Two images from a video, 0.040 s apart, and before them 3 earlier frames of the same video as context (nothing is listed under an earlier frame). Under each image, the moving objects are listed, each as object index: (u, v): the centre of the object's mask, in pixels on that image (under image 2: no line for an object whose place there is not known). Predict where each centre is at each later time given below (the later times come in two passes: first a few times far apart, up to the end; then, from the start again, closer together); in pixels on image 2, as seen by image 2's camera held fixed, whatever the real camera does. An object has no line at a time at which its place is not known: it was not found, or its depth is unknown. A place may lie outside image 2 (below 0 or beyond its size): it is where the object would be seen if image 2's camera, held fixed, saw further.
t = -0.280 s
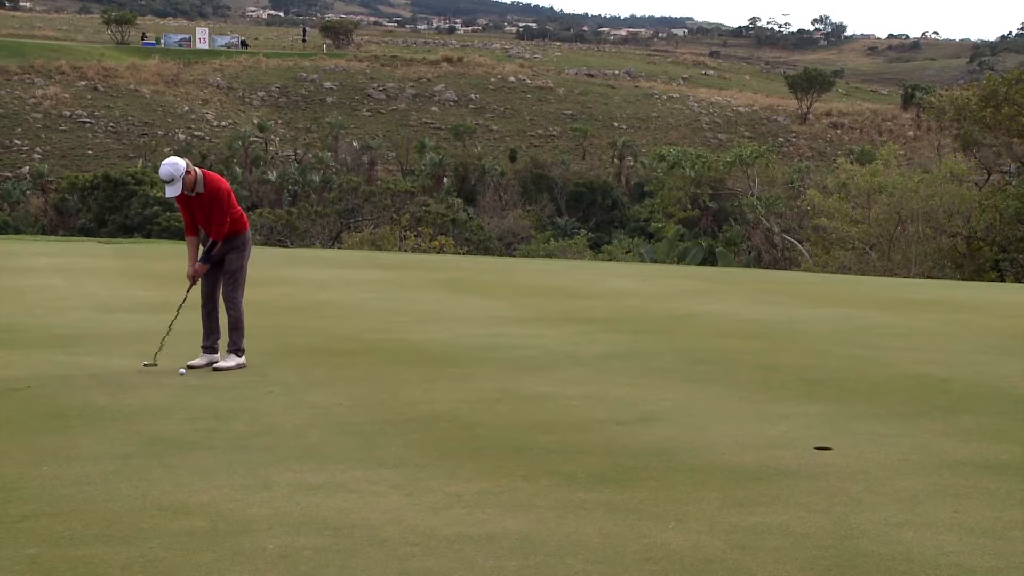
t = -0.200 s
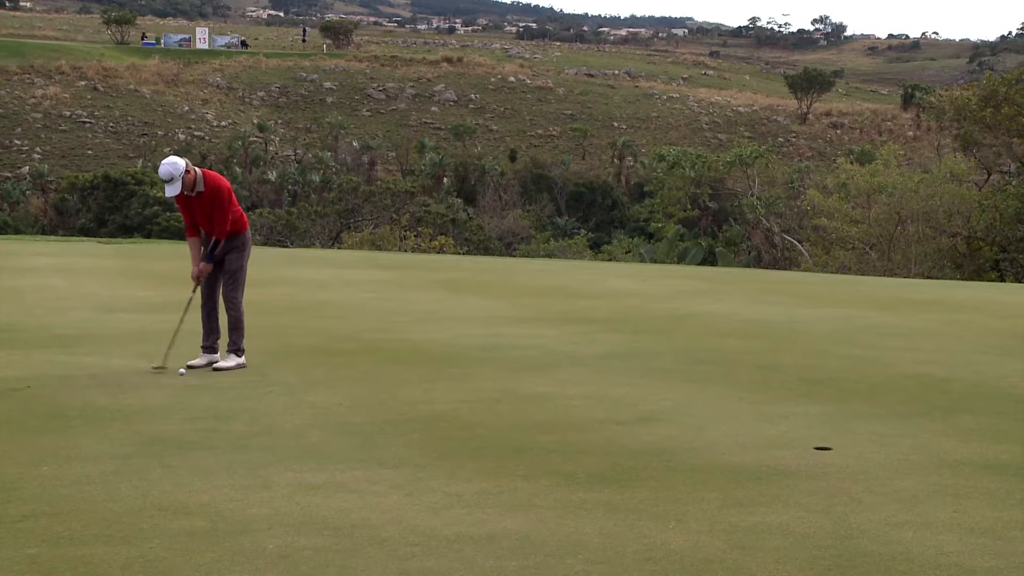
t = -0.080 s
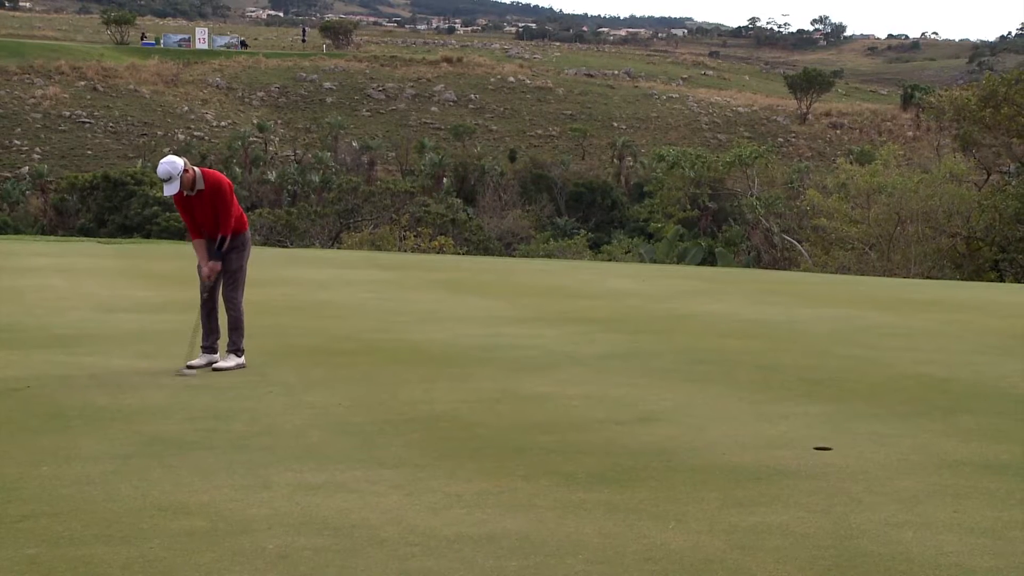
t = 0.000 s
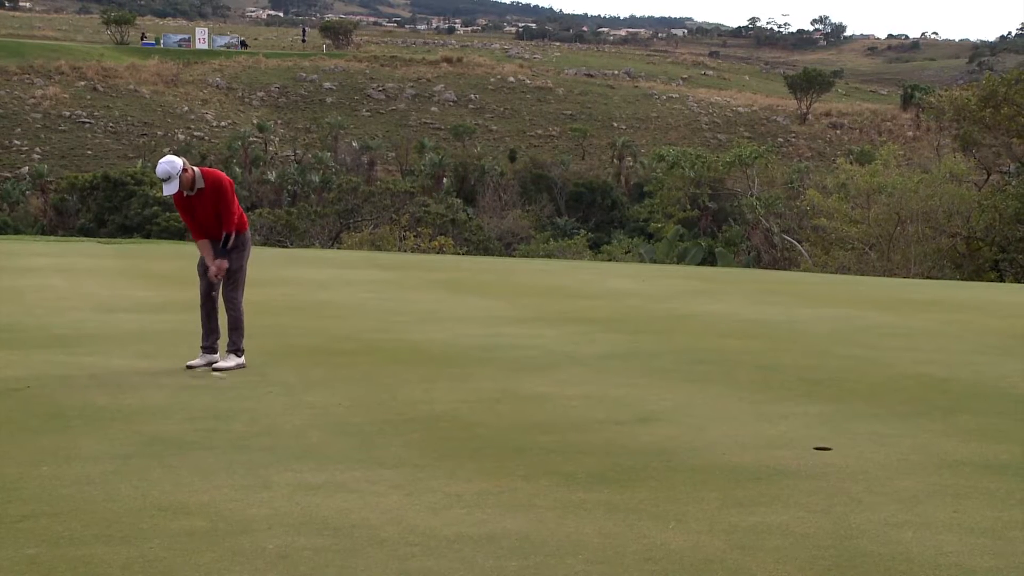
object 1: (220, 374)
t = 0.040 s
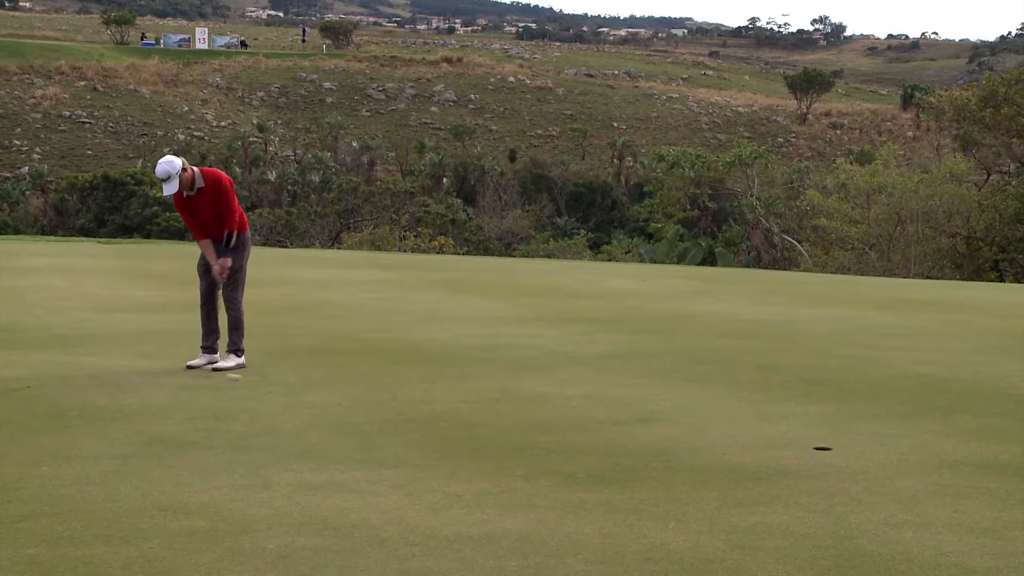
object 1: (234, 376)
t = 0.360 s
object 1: (326, 386)
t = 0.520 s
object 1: (368, 390)
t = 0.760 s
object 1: (431, 397)
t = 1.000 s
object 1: (491, 404)
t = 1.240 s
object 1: (549, 411)
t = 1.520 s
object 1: (616, 419)
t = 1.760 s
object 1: (671, 426)
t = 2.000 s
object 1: (723, 432)
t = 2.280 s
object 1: (781, 439)
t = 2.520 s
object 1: (825, 447)
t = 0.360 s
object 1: (326, 386)
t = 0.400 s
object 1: (337, 387)
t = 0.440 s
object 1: (347, 388)
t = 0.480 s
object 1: (358, 389)
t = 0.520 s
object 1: (368, 390)
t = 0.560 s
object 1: (379, 392)
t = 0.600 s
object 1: (389, 393)
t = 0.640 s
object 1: (399, 394)
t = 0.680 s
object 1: (411, 395)
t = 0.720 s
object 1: (421, 396)
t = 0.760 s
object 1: (431, 397)
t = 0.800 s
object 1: (441, 398)
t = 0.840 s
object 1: (451, 399)
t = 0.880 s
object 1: (461, 401)
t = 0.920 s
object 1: (471, 402)
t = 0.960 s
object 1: (481, 403)
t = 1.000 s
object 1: (491, 404)
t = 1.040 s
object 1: (501, 405)
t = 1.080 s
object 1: (511, 406)
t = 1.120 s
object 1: (520, 408)
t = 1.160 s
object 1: (530, 409)
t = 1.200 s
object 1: (540, 410)
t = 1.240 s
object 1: (549, 411)
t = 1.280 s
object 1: (559, 412)
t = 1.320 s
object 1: (568, 414)
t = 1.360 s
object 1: (578, 415)
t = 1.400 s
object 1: (587, 416)
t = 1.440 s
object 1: (597, 417)
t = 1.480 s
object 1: (606, 418)
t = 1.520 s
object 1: (616, 419)
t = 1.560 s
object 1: (625, 420)
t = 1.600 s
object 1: (634, 421)
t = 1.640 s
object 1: (644, 422)
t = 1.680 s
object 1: (653, 424)
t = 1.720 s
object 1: (662, 425)
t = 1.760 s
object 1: (671, 426)
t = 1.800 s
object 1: (679, 427)
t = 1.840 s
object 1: (689, 428)
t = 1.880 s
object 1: (697, 429)
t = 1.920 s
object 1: (706, 430)
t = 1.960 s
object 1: (715, 431)
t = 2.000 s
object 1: (723, 432)
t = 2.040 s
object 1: (732, 434)
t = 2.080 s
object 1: (740, 435)
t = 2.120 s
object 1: (748, 436)
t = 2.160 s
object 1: (756, 437)
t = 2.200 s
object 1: (765, 438)
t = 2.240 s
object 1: (772, 438)
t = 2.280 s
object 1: (781, 439)
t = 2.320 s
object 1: (789, 440)
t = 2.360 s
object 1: (796, 441)
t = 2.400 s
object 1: (804, 442)
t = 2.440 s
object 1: (811, 443)
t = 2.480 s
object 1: (820, 444)
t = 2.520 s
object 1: (825, 447)
